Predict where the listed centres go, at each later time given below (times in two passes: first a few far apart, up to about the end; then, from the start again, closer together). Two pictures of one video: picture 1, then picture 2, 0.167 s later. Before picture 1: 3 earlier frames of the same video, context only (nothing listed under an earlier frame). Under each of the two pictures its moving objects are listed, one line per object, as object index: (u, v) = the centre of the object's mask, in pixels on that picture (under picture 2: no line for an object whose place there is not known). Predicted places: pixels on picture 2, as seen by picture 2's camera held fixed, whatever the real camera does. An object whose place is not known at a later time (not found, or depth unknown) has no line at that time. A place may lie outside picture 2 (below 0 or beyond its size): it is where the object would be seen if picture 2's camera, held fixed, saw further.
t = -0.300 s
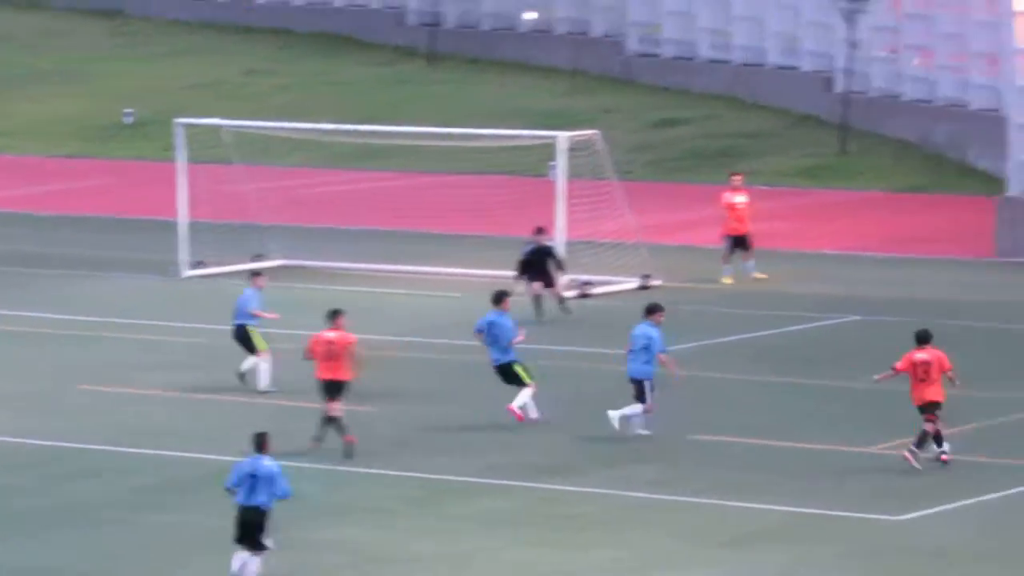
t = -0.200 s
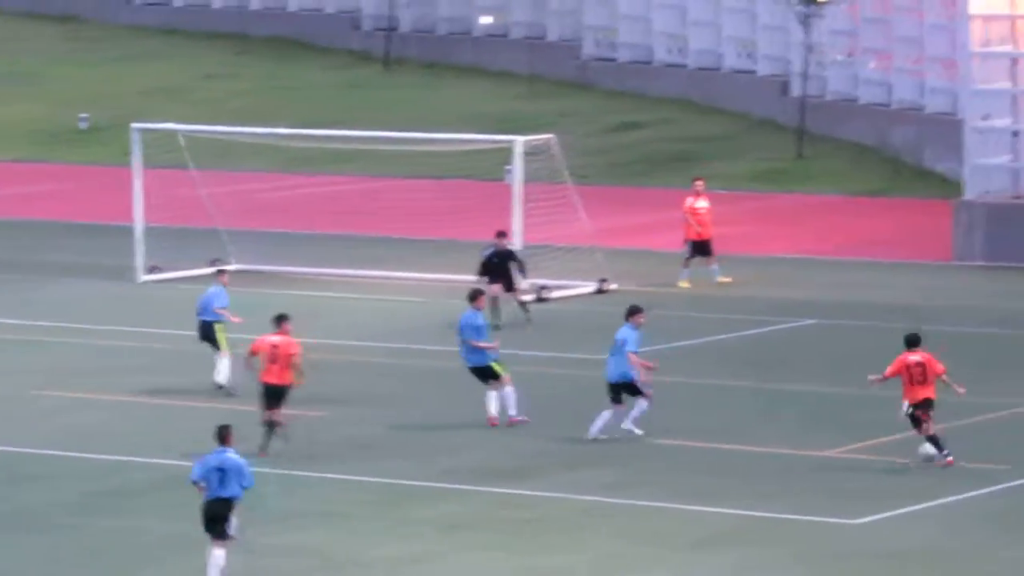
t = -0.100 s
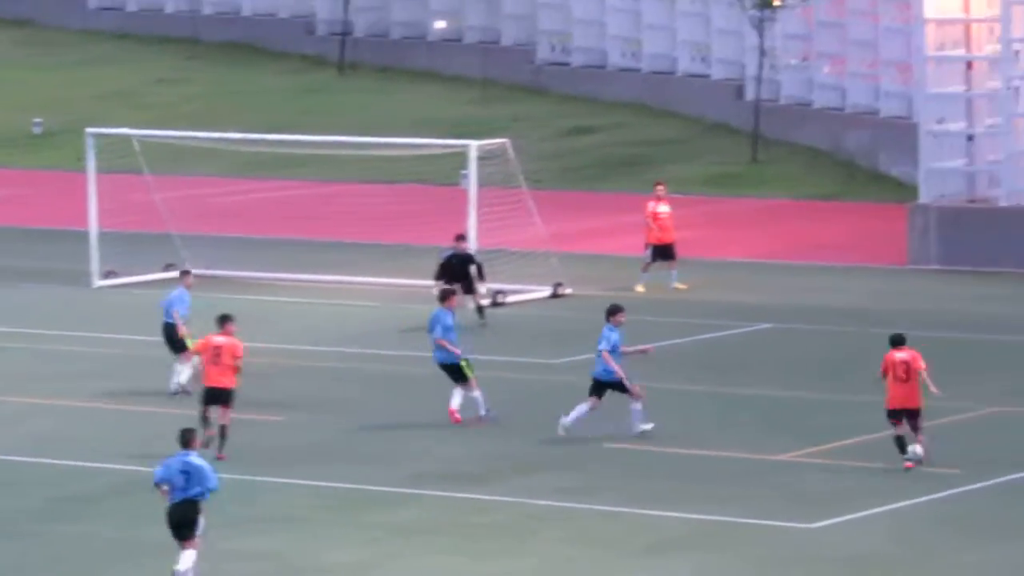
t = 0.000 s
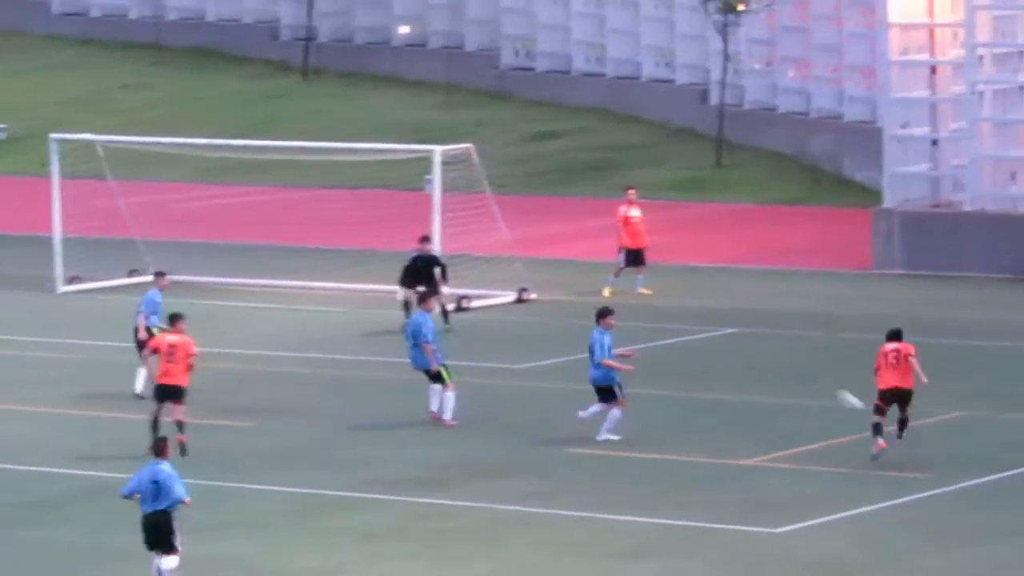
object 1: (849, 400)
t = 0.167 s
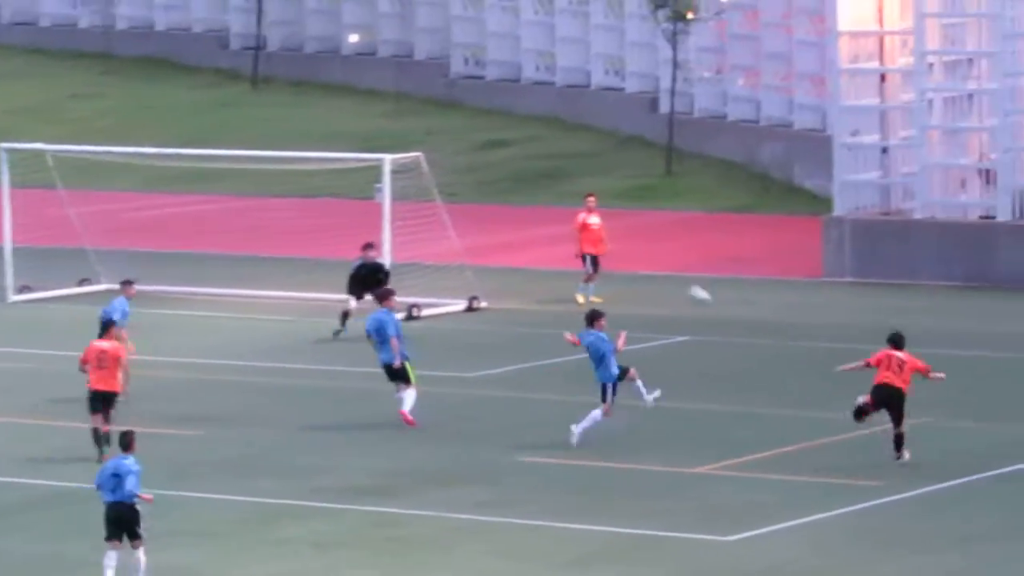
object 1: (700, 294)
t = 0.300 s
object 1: (623, 224)
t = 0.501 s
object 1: (516, 149)
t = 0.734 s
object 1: (400, 97)
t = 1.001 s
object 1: (278, 80)
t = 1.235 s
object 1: (177, 95)
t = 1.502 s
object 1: (69, 142)
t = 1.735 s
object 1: (40, 113)
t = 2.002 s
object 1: (33, 78)
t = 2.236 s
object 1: (27, 82)
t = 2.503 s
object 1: (24, 127)
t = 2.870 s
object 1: (26, 258)
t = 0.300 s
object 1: (623, 224)
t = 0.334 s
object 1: (602, 206)
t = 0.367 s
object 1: (585, 193)
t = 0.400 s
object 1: (567, 183)
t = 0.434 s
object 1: (549, 170)
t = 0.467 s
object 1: (532, 158)
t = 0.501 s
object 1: (516, 149)
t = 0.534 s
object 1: (497, 138)
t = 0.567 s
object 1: (482, 131)
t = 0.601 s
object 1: (465, 122)
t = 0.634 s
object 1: (448, 114)
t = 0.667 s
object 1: (432, 108)
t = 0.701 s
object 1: (417, 102)
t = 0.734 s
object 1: (400, 97)
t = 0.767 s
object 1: (385, 92)
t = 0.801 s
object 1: (368, 89)
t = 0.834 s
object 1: (352, 85)
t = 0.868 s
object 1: (338, 84)
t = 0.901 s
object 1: (323, 82)
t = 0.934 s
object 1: (307, 81)
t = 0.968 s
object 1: (292, 80)
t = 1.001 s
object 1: (278, 80)
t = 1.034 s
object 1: (263, 81)
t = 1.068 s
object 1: (248, 82)
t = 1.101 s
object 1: (234, 83)
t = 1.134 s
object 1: (220, 85)
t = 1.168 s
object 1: (206, 88)
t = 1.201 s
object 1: (192, 92)
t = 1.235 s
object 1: (177, 95)
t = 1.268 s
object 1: (163, 100)
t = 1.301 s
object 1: (149, 105)
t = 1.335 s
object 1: (136, 110)
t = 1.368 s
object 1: (122, 116)
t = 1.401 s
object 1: (108, 123)
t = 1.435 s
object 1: (94, 131)
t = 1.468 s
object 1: (81, 138)
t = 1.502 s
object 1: (69, 142)
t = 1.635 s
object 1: (43, 137)
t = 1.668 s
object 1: (42, 129)
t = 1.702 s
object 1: (41, 121)
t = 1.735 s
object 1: (40, 113)
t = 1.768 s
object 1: (39, 107)
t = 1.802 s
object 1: (38, 100)
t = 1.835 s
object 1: (37, 95)
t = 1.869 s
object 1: (36, 90)
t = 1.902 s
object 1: (35, 86)
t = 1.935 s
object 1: (34, 83)
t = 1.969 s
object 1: (33, 80)
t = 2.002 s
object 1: (33, 78)
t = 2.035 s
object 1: (32, 77)
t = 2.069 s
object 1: (31, 76)
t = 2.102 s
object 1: (29, 76)
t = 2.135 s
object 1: (29, 77)
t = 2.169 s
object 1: (29, 77)
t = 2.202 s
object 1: (28, 79)
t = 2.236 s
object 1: (27, 82)
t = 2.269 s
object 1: (27, 85)
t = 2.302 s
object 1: (26, 89)
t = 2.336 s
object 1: (26, 95)
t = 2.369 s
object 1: (25, 99)
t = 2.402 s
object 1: (25, 105)
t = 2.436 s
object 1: (25, 113)
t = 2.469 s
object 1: (24, 120)
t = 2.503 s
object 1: (24, 127)
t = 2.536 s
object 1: (24, 136)
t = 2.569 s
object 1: (23, 139)
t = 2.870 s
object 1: (26, 258)
